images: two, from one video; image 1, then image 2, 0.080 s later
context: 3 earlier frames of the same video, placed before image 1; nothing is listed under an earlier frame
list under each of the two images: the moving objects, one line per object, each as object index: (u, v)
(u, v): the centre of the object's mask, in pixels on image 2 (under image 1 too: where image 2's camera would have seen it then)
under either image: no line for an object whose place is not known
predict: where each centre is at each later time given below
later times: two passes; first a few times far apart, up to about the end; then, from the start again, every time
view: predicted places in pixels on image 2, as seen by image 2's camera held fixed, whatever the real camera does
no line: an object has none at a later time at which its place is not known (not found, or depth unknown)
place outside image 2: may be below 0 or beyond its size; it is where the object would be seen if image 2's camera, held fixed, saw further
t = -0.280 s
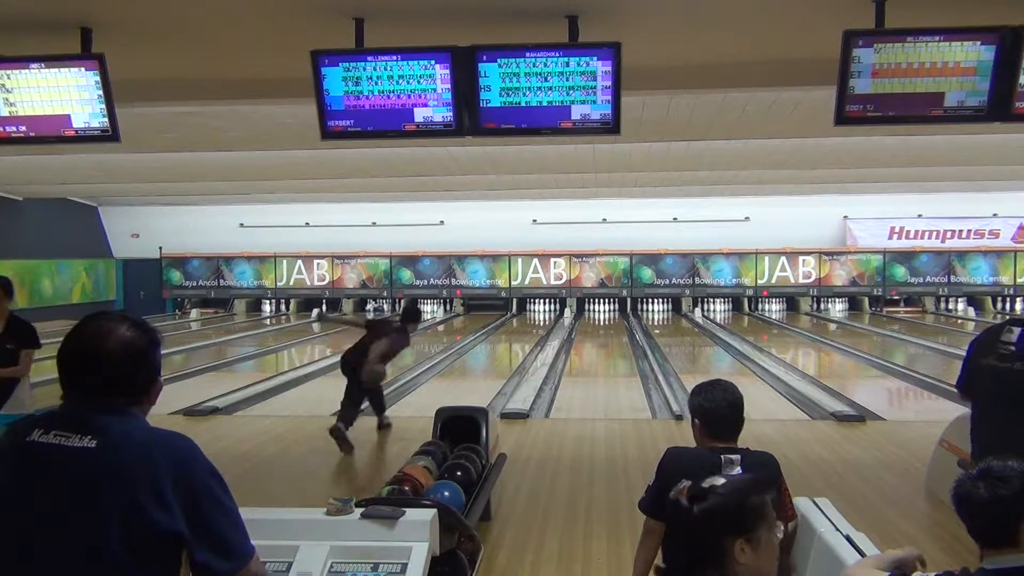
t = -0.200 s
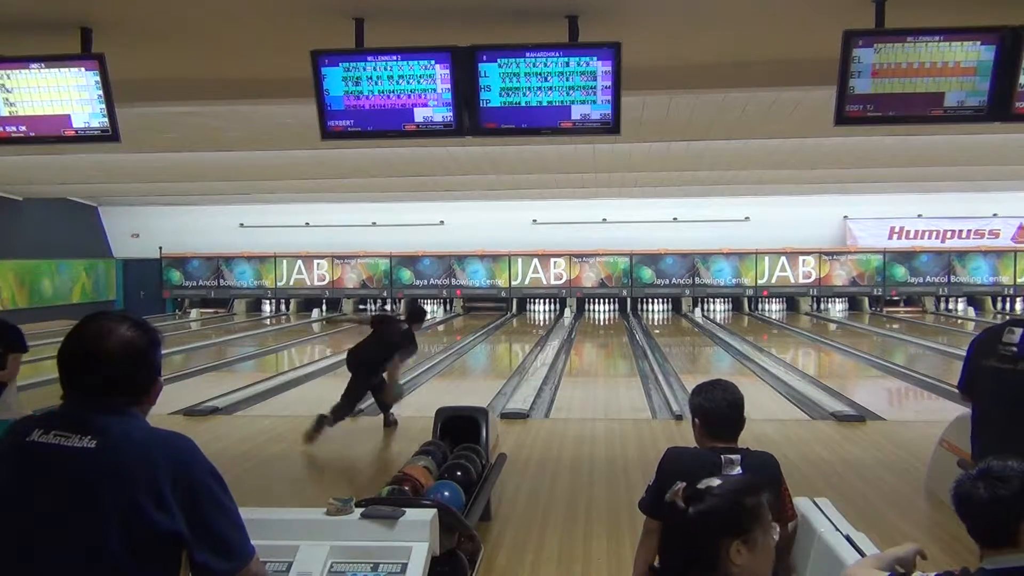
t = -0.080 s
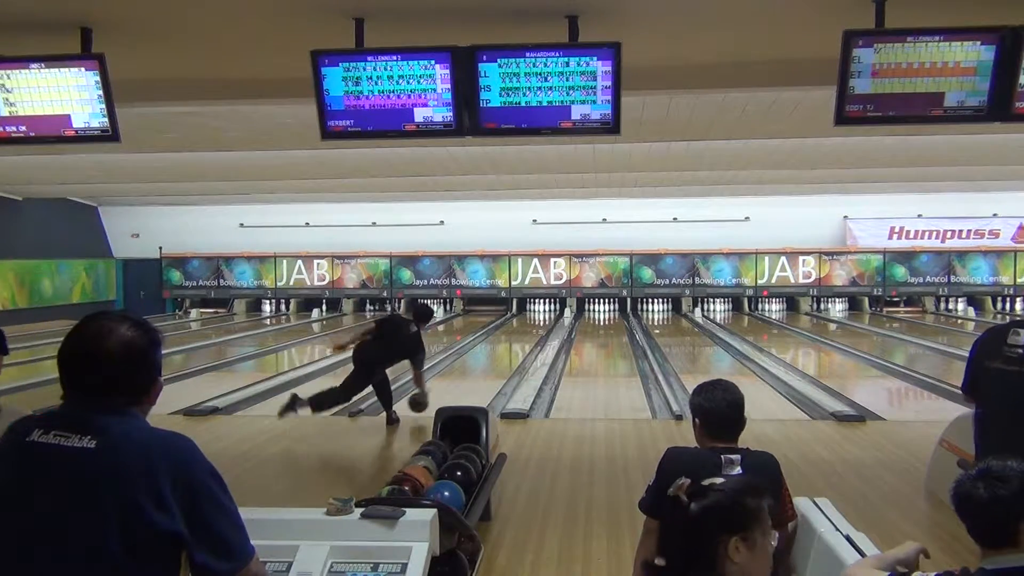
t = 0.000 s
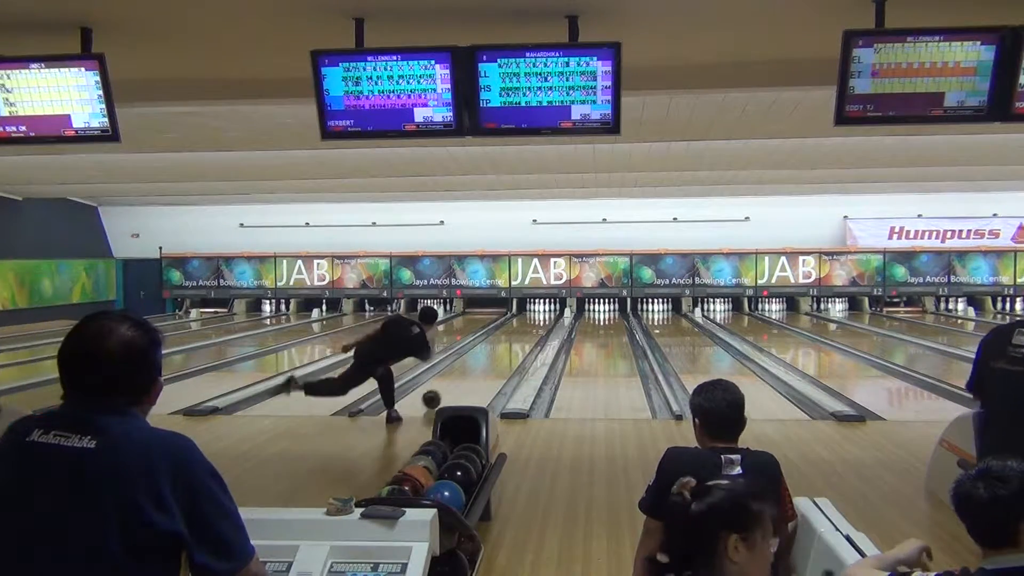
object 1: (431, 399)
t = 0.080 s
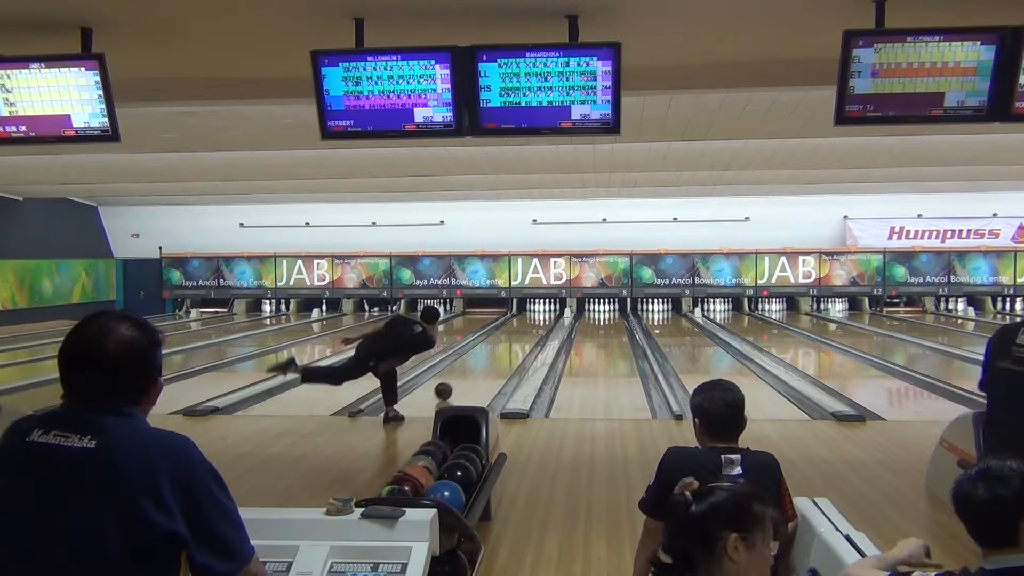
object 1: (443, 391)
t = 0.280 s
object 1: (467, 375)
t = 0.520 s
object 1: (490, 359)
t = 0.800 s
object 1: (508, 347)
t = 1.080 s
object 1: (522, 336)
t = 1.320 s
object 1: (531, 329)
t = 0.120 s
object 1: (449, 388)
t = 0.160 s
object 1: (454, 384)
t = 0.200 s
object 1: (459, 381)
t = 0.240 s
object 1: (463, 378)
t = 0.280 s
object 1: (467, 375)
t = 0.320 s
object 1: (472, 372)
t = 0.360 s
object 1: (476, 369)
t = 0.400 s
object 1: (479, 367)
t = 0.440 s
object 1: (483, 364)
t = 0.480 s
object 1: (486, 362)
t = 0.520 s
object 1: (490, 359)
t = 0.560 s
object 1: (493, 358)
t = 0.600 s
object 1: (496, 355)
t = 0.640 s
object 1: (498, 354)
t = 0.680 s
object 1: (501, 352)
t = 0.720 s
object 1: (503, 350)
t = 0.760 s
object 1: (506, 348)
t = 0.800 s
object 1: (508, 347)
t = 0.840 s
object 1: (510, 345)
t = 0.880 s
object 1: (513, 343)
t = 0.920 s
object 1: (515, 342)
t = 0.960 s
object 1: (517, 340)
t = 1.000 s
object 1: (519, 339)
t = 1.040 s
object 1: (520, 337)
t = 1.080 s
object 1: (522, 336)
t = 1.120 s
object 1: (524, 335)
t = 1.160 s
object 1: (526, 333)
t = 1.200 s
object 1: (527, 332)
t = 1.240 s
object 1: (528, 331)
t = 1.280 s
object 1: (530, 331)
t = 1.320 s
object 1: (531, 329)
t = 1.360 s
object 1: (533, 328)
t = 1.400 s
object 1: (534, 327)
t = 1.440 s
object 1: (535, 326)
